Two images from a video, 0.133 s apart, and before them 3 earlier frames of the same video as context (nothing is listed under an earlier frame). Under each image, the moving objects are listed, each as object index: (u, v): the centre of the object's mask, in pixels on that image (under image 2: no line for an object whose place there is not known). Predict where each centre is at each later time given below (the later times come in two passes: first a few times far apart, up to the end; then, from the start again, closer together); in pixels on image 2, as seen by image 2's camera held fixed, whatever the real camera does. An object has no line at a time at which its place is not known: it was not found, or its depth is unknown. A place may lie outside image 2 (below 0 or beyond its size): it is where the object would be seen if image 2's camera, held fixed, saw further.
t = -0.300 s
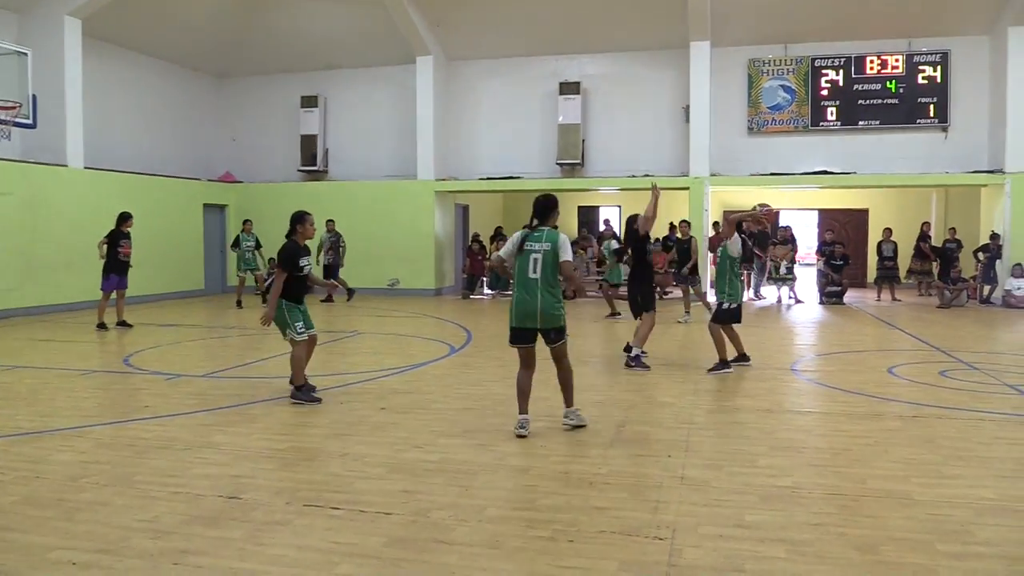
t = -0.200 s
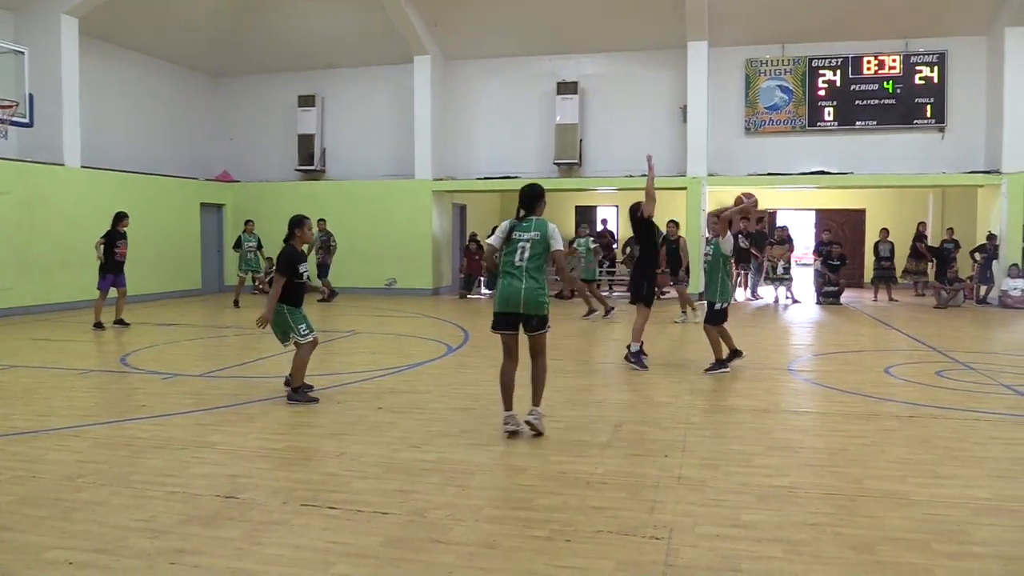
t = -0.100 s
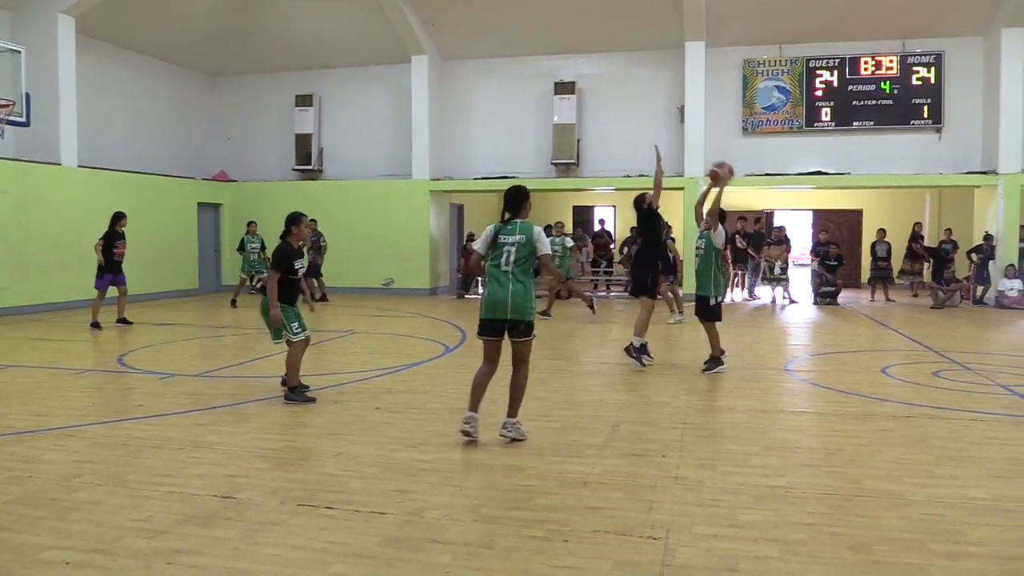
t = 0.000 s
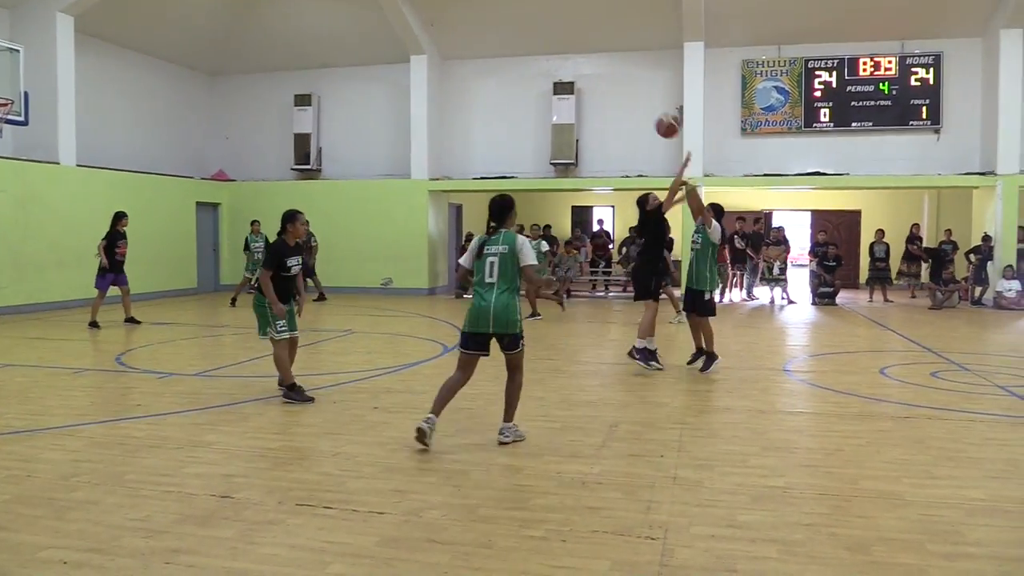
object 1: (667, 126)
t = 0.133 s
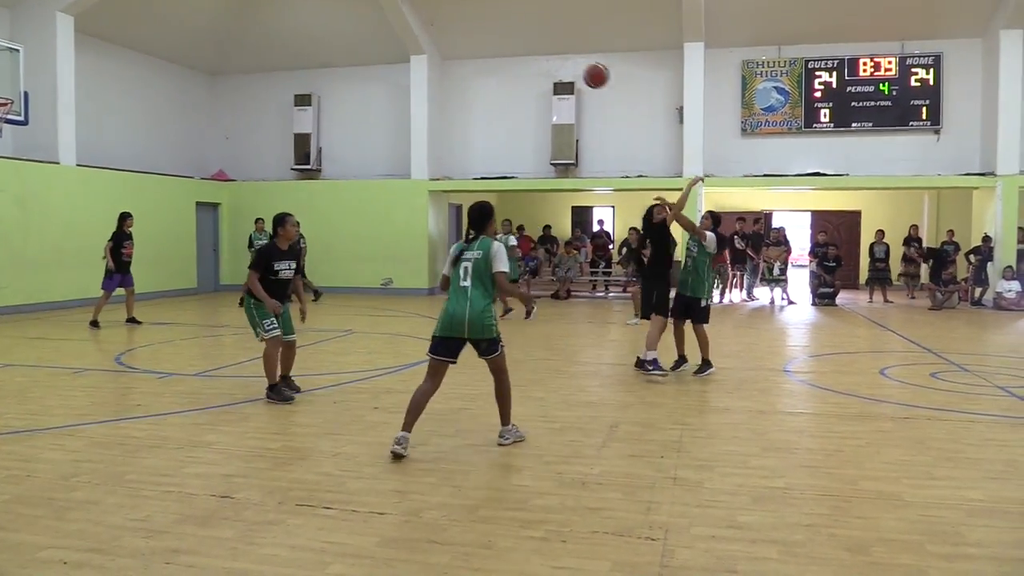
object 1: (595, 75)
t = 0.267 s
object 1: (518, 43)
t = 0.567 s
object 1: (328, 41)
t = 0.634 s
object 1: (283, 58)
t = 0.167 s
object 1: (577, 65)
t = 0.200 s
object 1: (558, 57)
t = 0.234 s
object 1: (538, 49)
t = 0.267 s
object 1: (518, 43)
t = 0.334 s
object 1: (479, 33)
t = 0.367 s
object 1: (459, 31)
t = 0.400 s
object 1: (438, 29)
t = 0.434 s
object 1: (417, 29)
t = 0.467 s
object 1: (395, 29)
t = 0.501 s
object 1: (373, 32)
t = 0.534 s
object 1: (350, 36)
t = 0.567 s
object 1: (328, 41)
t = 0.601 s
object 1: (306, 49)
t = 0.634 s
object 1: (283, 58)
